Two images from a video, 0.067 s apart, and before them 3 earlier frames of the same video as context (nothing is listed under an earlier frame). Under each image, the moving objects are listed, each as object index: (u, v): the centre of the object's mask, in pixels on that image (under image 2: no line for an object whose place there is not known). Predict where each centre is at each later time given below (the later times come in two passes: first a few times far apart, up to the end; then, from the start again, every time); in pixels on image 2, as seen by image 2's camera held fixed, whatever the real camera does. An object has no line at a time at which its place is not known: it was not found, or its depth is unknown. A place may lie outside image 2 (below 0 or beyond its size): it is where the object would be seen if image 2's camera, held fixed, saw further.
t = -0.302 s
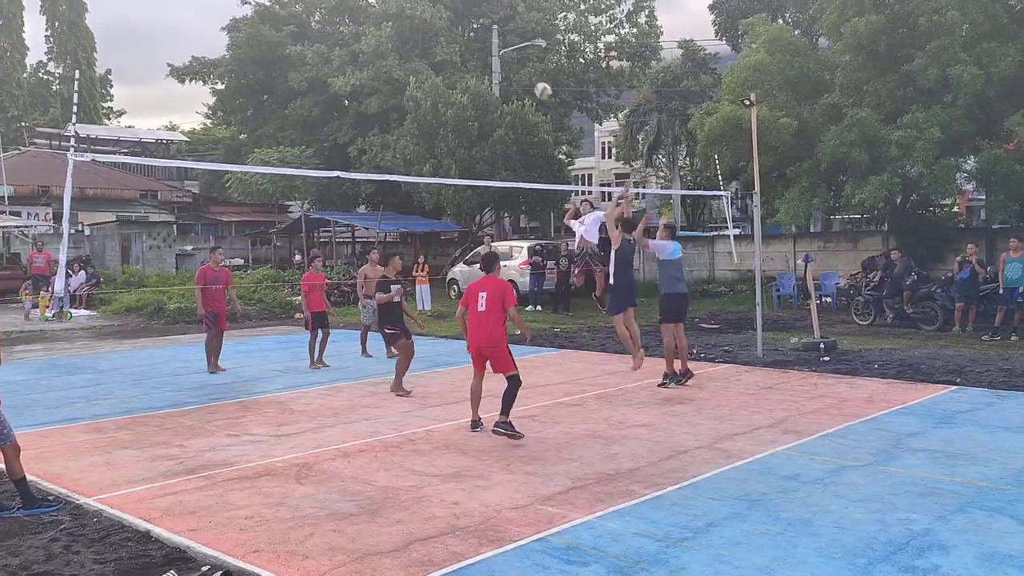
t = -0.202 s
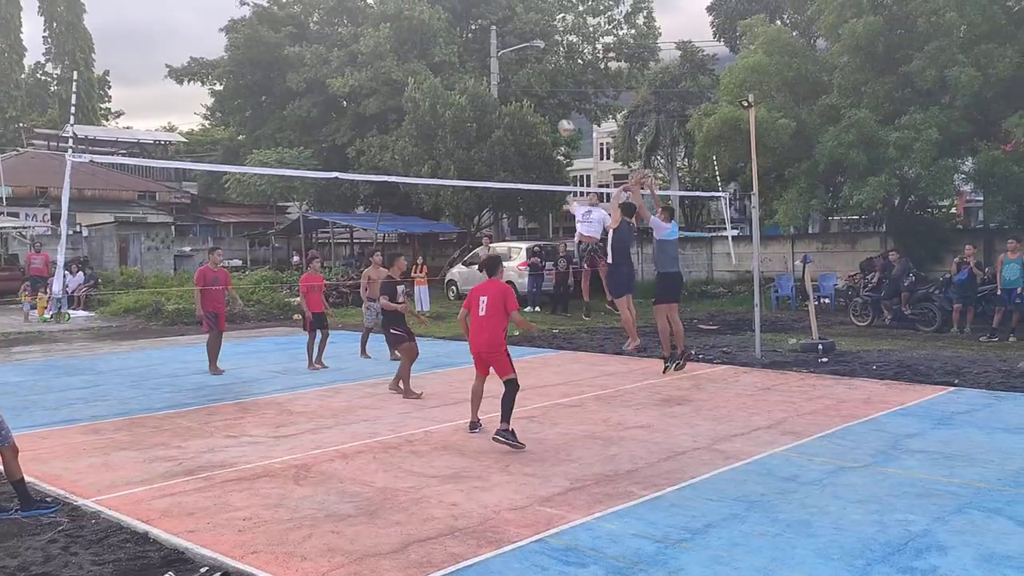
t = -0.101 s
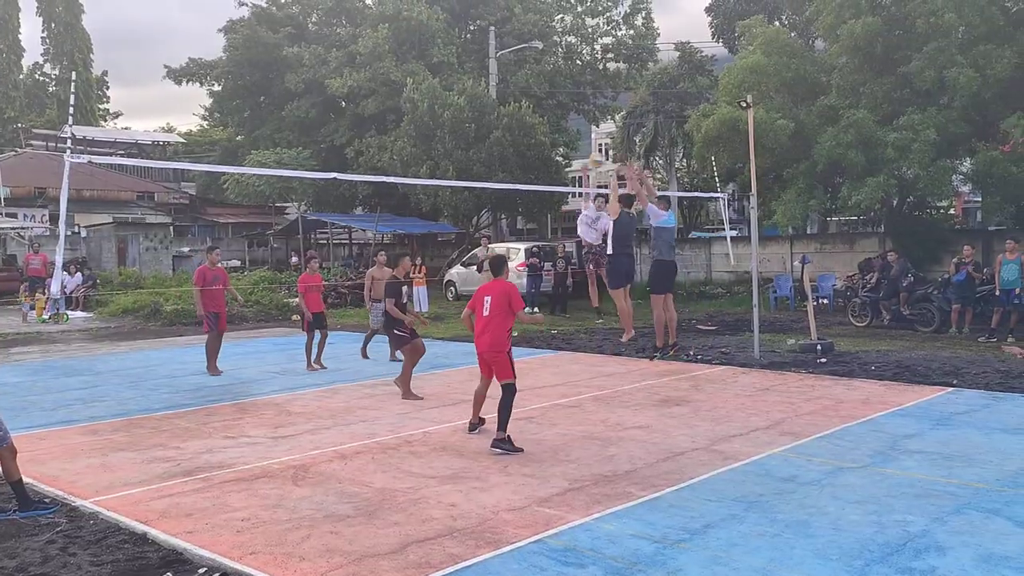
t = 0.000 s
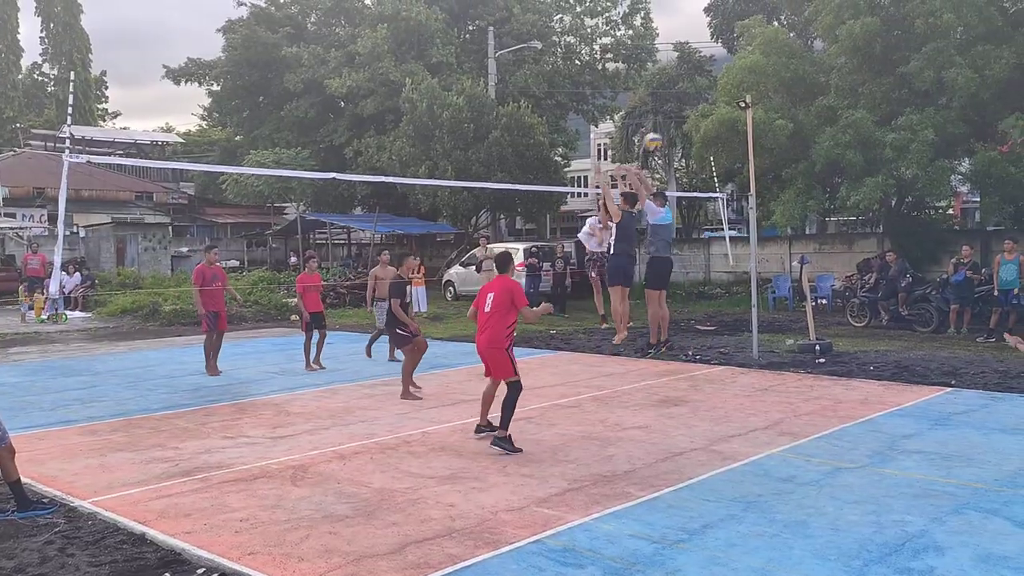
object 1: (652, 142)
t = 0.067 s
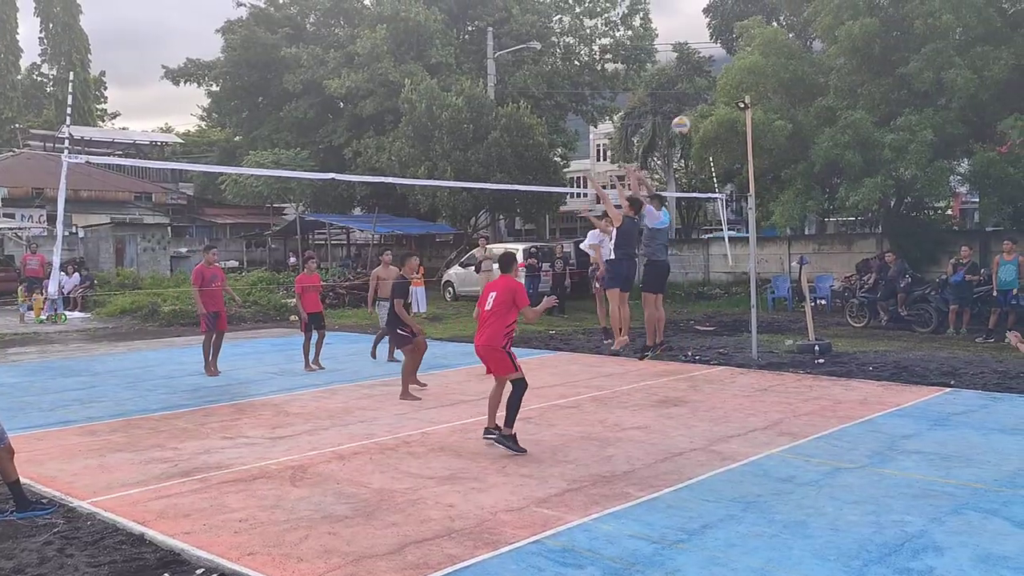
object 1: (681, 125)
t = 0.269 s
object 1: (784, 95)
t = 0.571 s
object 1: (982, 129)
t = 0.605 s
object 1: (1008, 142)
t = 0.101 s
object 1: (696, 118)
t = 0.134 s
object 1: (712, 110)
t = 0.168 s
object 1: (731, 106)
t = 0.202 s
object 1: (747, 101)
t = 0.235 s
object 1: (765, 97)
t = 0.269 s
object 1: (784, 95)
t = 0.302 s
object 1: (802, 93)
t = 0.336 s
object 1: (822, 93)
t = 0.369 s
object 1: (843, 95)
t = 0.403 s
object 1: (864, 96)
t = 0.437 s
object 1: (886, 100)
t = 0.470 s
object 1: (908, 105)
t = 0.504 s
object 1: (932, 112)
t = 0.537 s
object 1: (956, 121)
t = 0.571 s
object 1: (982, 129)
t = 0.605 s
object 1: (1008, 142)
